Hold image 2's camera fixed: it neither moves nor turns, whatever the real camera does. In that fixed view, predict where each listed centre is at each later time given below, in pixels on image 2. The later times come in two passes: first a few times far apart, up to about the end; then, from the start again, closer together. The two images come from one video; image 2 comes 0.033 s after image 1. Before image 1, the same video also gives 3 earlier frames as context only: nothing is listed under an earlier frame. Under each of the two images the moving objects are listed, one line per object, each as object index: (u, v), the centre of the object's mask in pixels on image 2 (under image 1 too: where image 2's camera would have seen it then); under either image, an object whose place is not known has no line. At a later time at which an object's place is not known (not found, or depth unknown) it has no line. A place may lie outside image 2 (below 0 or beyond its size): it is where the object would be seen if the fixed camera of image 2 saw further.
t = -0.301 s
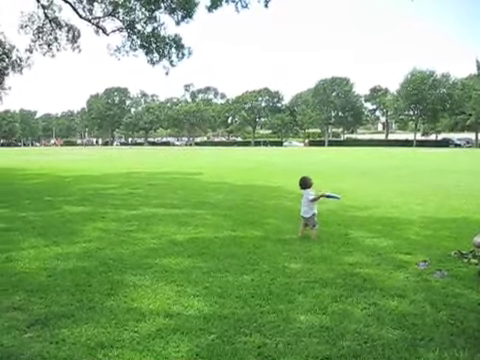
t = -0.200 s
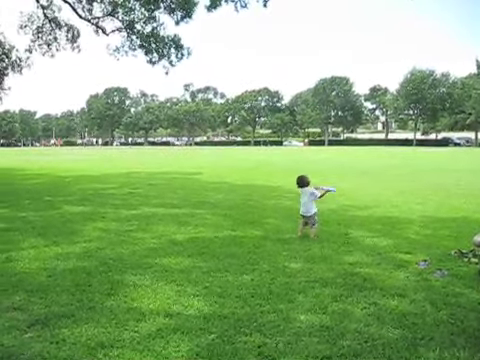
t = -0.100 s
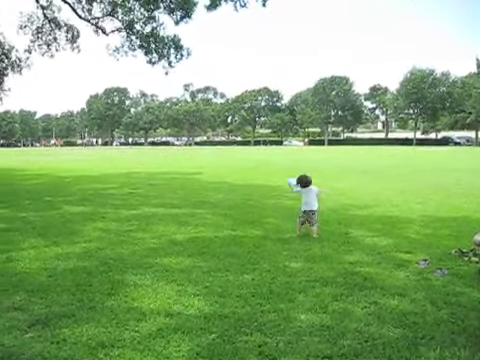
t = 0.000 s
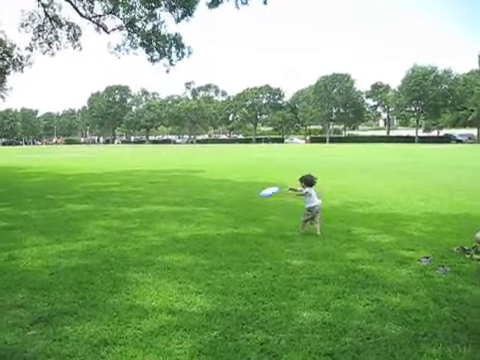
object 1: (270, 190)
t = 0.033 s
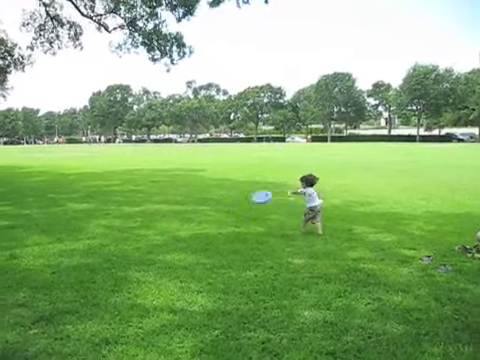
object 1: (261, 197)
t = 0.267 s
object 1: (195, 241)
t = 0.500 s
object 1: (146, 241)
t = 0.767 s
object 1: (123, 235)
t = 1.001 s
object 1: (134, 229)
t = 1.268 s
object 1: (152, 232)
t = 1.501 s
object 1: (153, 235)
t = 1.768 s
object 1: (153, 234)
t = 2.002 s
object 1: (153, 235)
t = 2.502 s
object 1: (154, 235)
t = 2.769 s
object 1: (154, 235)
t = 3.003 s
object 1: (153, 235)
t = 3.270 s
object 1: (153, 235)
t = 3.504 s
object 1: (153, 235)
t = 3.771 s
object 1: (153, 236)
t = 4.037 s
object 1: (152, 236)
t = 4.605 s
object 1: (153, 236)
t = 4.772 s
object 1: (153, 235)
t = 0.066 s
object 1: (252, 203)
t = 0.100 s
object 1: (242, 212)
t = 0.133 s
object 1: (233, 219)
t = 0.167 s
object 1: (223, 228)
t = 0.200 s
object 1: (212, 238)
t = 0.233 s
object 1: (202, 243)
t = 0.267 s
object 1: (195, 241)
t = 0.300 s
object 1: (188, 238)
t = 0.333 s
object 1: (181, 237)
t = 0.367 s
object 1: (174, 237)
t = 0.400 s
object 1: (167, 237)
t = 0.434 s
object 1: (160, 238)
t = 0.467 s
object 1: (153, 239)
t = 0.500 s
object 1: (146, 241)
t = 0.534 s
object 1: (141, 241)
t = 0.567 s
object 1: (137, 240)
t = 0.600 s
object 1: (133, 239)
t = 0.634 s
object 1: (130, 238)
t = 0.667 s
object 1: (127, 238)
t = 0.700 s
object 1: (125, 236)
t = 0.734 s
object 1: (124, 236)
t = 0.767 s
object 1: (123, 235)
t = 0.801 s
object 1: (123, 234)
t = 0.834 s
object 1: (123, 234)
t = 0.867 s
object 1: (123, 233)
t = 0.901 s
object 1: (125, 232)
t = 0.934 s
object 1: (127, 231)
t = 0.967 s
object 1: (130, 230)
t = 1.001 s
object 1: (134, 229)
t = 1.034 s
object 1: (136, 229)
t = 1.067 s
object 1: (139, 230)
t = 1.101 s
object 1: (143, 230)
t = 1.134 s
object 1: (146, 230)
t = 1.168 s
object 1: (149, 231)
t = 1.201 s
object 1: (151, 231)
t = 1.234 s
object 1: (152, 231)
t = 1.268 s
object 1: (152, 232)
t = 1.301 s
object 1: (153, 232)
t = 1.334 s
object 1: (153, 233)
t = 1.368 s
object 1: (153, 234)
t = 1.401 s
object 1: (153, 234)
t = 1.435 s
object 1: (153, 235)
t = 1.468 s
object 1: (153, 234)
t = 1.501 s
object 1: (153, 235)
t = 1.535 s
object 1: (153, 235)
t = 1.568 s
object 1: (153, 235)
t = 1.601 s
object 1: (153, 235)
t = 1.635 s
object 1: (153, 235)
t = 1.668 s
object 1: (153, 235)
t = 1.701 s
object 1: (153, 235)
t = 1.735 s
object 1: (154, 235)
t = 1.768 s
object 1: (153, 234)
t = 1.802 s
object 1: (153, 235)
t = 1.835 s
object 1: (153, 235)
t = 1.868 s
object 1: (153, 235)
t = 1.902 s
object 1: (154, 235)
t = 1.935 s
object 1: (154, 235)
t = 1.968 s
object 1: (153, 235)
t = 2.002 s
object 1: (153, 235)
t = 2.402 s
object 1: (154, 235)
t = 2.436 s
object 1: (154, 235)
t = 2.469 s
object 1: (154, 235)
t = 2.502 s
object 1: (154, 235)
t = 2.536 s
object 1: (154, 235)
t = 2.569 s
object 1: (154, 235)
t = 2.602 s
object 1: (154, 235)
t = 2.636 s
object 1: (154, 235)
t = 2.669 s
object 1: (154, 235)
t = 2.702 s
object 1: (154, 235)
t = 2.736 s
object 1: (153, 235)
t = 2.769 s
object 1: (154, 235)
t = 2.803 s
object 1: (154, 235)
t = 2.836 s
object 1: (153, 235)
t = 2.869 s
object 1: (154, 235)
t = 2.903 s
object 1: (154, 235)
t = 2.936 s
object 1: (153, 235)
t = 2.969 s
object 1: (153, 235)
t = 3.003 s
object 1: (153, 235)
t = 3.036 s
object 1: (153, 235)
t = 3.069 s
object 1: (154, 235)
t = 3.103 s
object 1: (154, 235)
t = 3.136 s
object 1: (153, 235)
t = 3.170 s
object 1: (153, 235)
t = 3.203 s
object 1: (153, 235)
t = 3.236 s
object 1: (153, 235)
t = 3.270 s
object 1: (153, 235)
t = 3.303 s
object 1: (153, 235)
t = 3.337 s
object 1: (153, 235)
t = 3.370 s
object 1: (153, 235)
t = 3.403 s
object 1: (153, 235)
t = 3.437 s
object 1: (153, 235)
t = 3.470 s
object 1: (153, 235)
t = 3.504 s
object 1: (153, 235)
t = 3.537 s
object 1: (153, 235)
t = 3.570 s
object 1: (153, 235)
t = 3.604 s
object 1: (153, 235)
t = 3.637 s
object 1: (153, 235)
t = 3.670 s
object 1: (153, 235)
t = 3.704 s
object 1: (153, 236)
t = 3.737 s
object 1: (153, 236)
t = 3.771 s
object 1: (153, 236)
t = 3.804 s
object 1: (153, 236)
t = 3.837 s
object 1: (152, 236)
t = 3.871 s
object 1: (153, 236)
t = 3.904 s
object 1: (152, 236)
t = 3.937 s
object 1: (152, 236)
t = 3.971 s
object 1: (152, 236)
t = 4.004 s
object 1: (152, 236)
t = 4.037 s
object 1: (152, 236)
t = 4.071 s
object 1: (152, 236)
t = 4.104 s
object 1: (153, 236)
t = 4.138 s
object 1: (153, 236)
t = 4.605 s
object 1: (153, 236)
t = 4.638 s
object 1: (153, 236)
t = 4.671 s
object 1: (153, 235)
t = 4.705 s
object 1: (153, 235)
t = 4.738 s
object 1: (153, 235)
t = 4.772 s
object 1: (153, 235)
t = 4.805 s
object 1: (153, 235)
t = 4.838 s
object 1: (153, 235)
